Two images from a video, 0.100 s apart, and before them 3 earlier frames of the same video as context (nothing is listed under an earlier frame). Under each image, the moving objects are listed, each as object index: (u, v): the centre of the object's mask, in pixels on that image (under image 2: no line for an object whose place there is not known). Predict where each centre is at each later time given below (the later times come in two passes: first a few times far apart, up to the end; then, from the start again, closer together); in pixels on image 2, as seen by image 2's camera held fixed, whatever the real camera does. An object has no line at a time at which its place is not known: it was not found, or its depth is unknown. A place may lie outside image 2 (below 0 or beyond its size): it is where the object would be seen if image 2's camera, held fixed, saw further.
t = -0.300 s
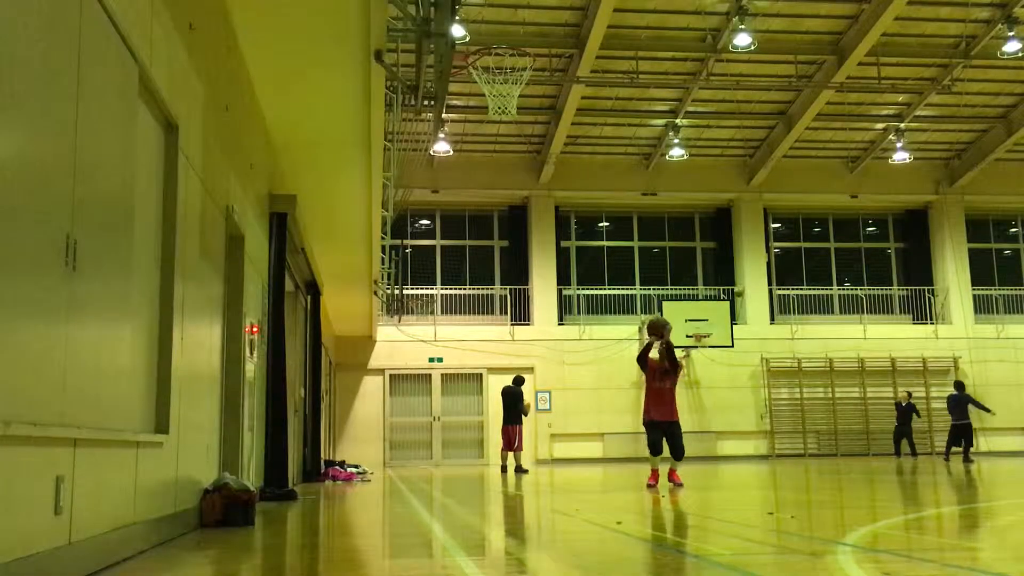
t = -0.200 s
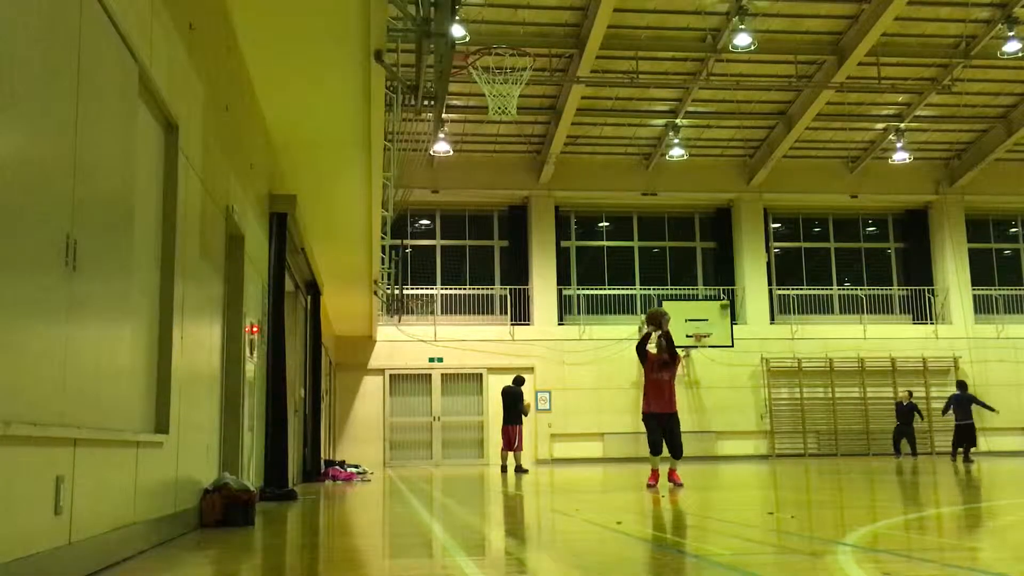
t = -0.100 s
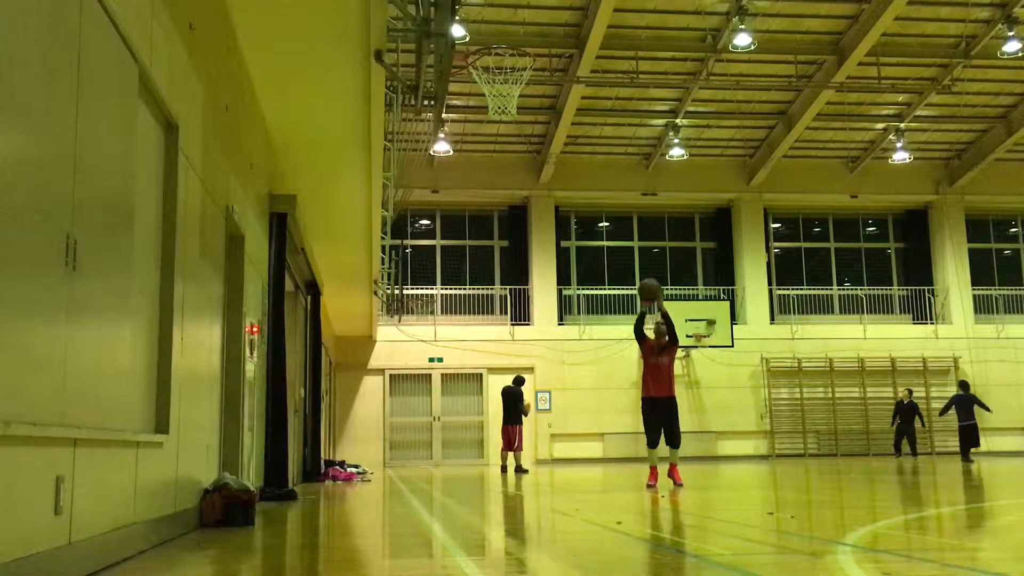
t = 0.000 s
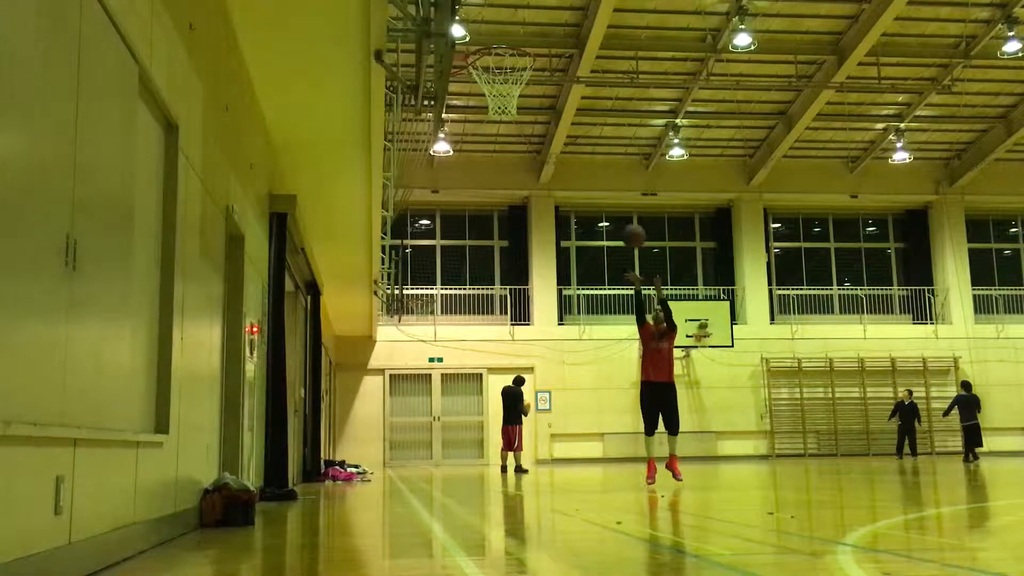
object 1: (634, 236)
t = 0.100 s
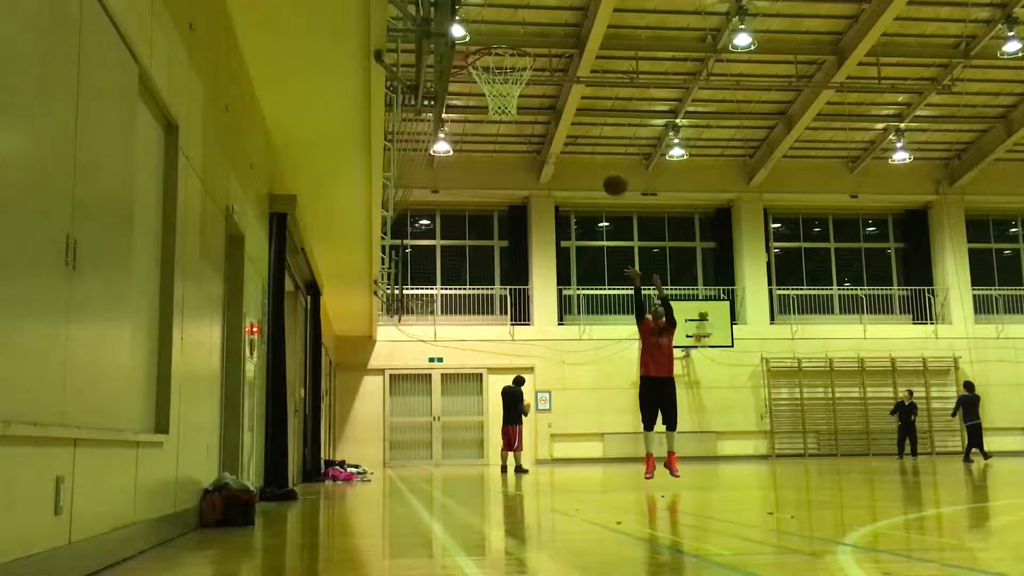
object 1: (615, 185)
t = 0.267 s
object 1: (583, 111)
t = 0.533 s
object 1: (523, 33)
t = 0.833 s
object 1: (479, 30)
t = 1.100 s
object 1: (499, 104)
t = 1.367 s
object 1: (478, 113)
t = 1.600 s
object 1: (467, 195)
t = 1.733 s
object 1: (461, 276)
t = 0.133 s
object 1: (609, 169)
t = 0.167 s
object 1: (602, 154)
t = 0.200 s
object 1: (596, 138)
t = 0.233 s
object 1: (589, 125)
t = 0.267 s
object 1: (583, 111)
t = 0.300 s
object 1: (576, 97)
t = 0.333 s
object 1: (568, 85)
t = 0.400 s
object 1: (555, 64)
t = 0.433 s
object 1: (547, 55)
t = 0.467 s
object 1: (540, 46)
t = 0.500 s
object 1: (532, 38)
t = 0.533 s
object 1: (523, 33)
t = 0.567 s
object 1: (515, 27)
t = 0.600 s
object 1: (508, 22)
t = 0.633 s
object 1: (498, 19)
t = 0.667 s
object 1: (489, 17)
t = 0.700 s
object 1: (481, 16)
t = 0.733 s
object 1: (472, 15)
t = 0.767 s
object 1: (464, 19)
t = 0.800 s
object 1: (467, 23)
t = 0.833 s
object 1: (479, 30)
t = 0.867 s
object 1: (488, 37)
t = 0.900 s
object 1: (497, 46)
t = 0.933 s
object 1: (510, 58)
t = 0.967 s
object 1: (509, 69)
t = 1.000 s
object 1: (508, 82)
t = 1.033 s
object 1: (506, 97)
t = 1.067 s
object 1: (503, 107)
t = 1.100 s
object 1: (499, 104)
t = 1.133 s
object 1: (495, 101)
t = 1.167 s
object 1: (493, 101)
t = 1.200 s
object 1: (490, 101)
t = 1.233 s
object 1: (488, 102)
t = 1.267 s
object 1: (485, 104)
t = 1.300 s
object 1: (481, 103)
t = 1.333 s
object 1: (480, 106)
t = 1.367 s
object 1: (478, 113)
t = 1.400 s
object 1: (477, 118)
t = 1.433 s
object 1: (476, 126)
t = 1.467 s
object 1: (474, 136)
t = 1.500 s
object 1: (472, 149)
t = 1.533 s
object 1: (471, 162)
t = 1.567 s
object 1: (469, 177)
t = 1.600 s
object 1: (467, 195)
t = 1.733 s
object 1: (461, 276)
